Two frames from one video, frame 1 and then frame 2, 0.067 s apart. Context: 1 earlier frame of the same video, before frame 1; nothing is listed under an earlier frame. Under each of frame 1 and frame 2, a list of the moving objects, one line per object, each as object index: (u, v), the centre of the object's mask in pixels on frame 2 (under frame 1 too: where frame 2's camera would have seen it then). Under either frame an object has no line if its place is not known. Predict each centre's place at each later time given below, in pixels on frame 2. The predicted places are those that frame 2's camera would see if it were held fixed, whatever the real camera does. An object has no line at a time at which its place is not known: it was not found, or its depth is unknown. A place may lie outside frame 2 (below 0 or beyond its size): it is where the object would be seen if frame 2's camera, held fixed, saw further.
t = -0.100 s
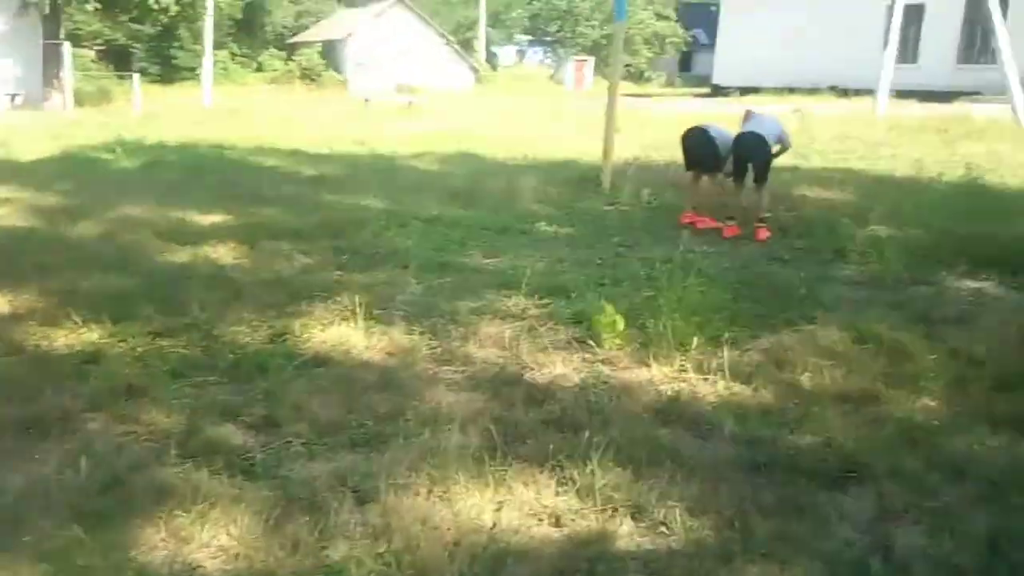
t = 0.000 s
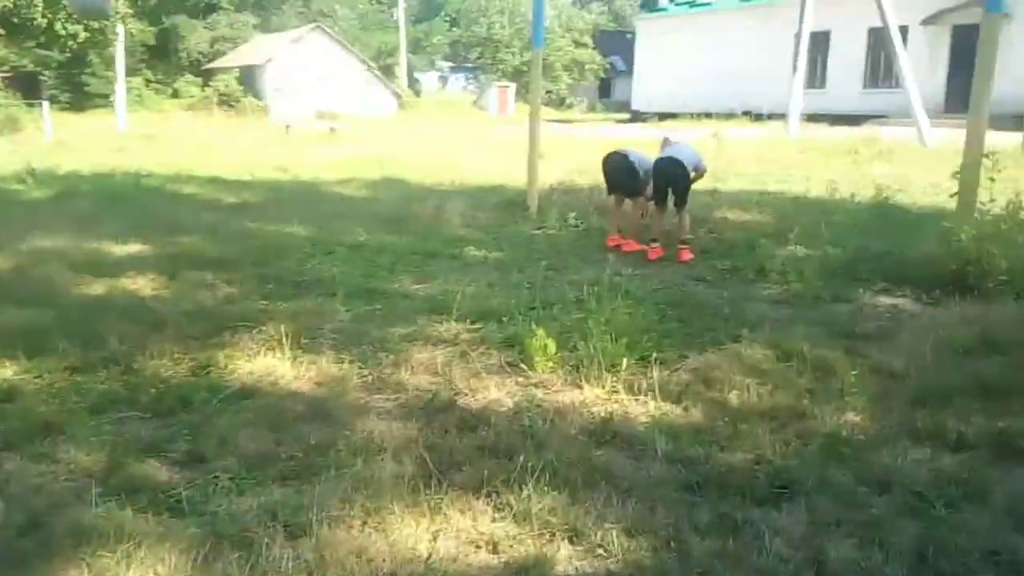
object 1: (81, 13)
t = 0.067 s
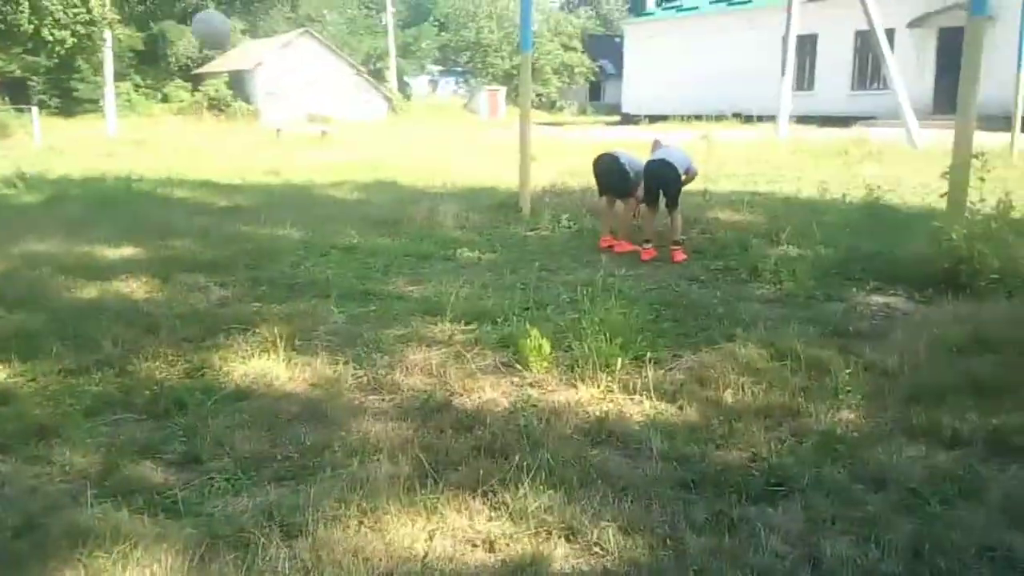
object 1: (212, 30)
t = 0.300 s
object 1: (534, 139)
